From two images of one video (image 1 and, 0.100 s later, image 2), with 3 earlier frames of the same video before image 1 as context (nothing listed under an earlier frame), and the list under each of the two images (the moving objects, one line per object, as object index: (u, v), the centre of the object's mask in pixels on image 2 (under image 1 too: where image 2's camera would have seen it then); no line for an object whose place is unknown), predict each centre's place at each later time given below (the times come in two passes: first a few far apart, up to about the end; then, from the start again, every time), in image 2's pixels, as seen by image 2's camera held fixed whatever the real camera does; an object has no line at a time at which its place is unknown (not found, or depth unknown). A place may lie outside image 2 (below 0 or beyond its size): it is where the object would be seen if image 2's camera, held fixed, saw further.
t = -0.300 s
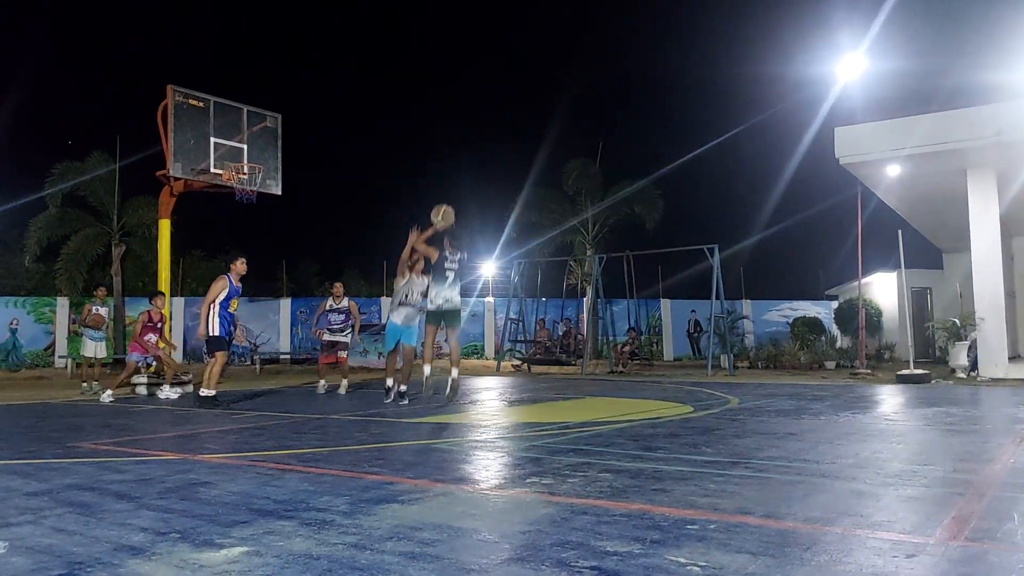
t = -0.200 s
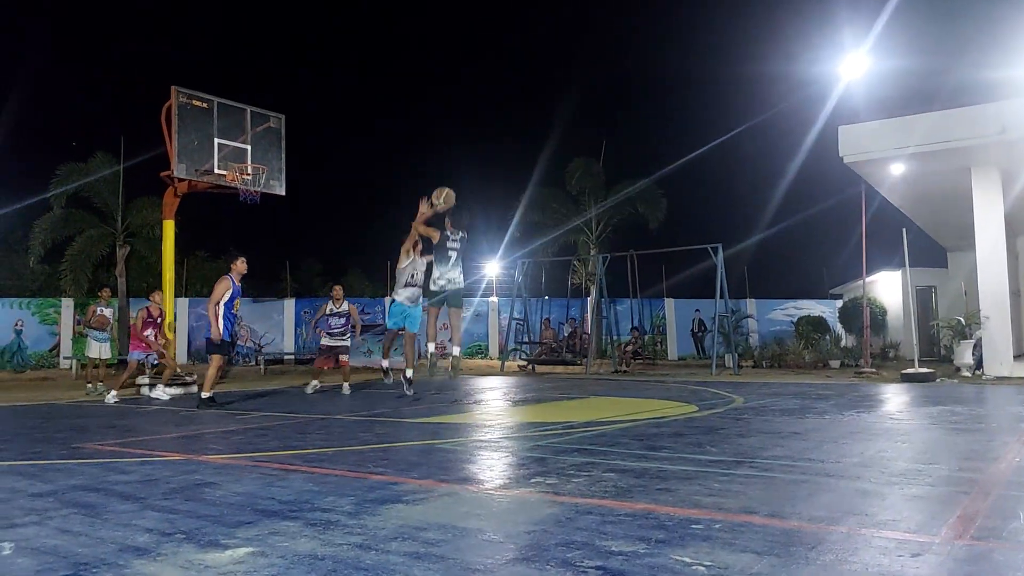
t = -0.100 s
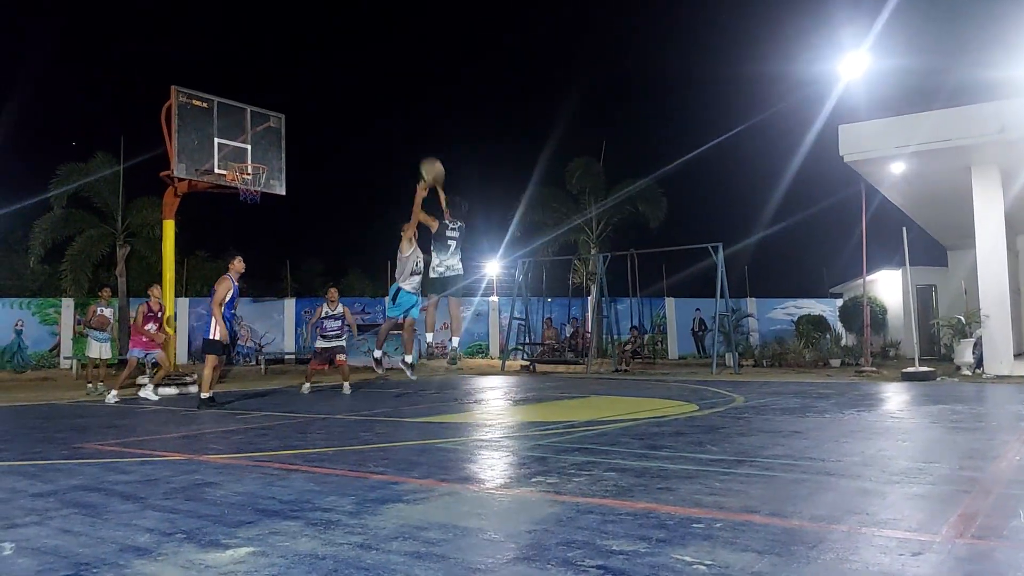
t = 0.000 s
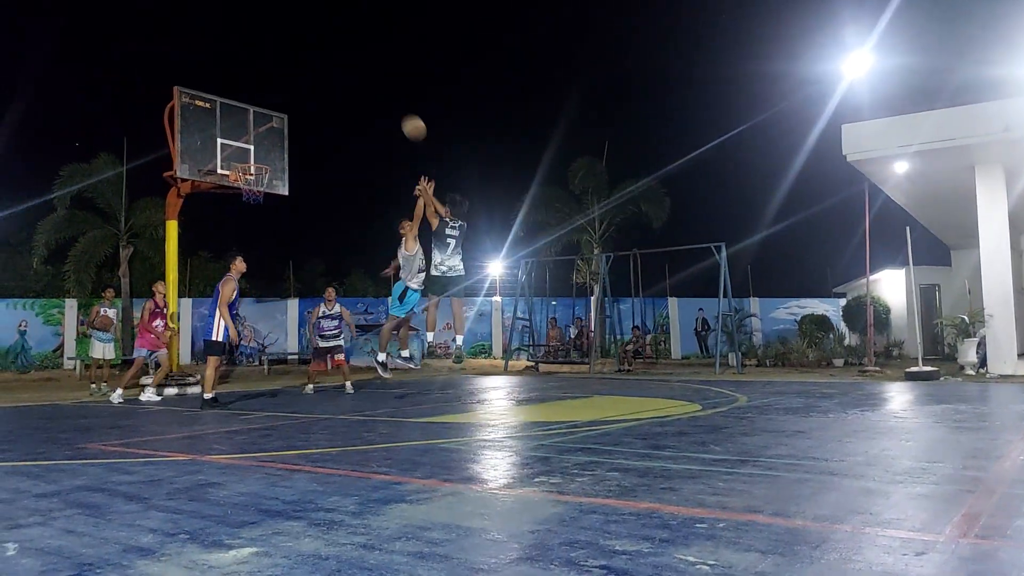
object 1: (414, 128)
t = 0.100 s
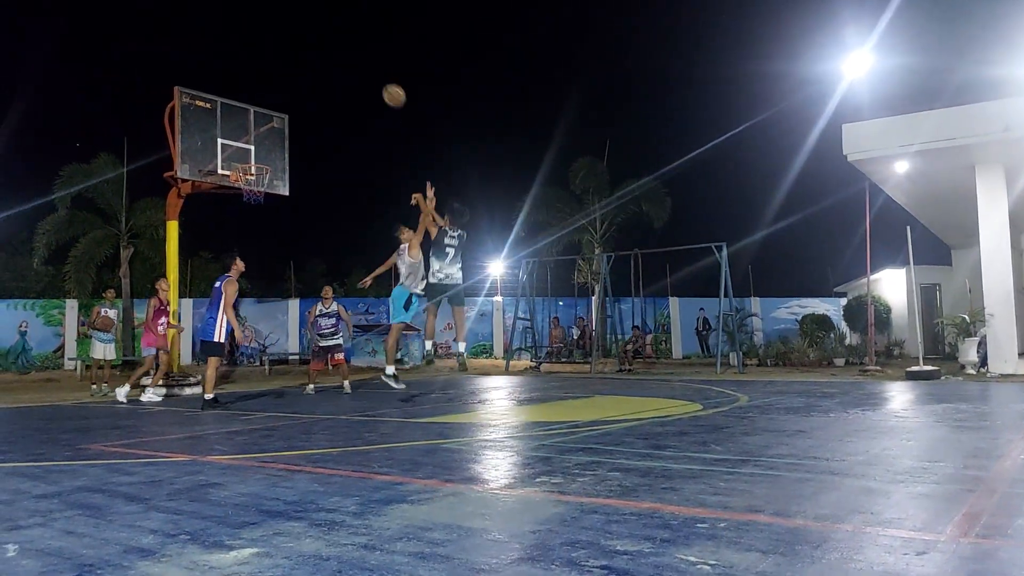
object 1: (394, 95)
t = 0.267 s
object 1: (364, 63)
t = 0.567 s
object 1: (317, 66)
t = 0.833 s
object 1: (281, 120)
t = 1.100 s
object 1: (276, 139)
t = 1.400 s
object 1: (301, 142)
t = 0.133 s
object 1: (388, 87)
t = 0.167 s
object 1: (382, 80)
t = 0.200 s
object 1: (376, 74)
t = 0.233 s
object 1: (370, 68)
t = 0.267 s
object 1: (364, 63)
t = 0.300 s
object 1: (358, 60)
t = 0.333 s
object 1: (353, 58)
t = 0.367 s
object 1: (347, 56)
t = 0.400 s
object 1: (342, 56)
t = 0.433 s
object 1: (337, 56)
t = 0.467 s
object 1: (332, 58)
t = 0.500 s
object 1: (326, 60)
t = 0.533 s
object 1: (322, 62)
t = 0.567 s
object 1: (317, 66)
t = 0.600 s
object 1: (312, 70)
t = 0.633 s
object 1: (307, 75)
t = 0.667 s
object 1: (303, 81)
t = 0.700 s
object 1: (298, 87)
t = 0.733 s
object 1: (294, 94)
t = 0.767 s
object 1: (289, 102)
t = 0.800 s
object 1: (285, 110)
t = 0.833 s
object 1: (281, 120)
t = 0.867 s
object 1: (277, 128)
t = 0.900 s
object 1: (272, 139)
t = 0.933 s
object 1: (268, 150)
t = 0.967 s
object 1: (266, 158)
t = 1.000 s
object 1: (269, 152)
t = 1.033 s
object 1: (271, 146)
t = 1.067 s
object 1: (273, 143)
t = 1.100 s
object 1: (276, 139)
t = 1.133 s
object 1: (278, 137)
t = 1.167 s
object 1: (282, 134)
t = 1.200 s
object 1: (285, 133)
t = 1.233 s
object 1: (287, 133)
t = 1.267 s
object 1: (290, 133)
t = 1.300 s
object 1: (293, 134)
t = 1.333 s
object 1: (295, 136)
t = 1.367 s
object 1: (298, 139)
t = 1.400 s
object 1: (301, 142)
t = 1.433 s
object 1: (304, 146)
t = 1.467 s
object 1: (307, 151)
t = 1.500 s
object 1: (309, 157)
